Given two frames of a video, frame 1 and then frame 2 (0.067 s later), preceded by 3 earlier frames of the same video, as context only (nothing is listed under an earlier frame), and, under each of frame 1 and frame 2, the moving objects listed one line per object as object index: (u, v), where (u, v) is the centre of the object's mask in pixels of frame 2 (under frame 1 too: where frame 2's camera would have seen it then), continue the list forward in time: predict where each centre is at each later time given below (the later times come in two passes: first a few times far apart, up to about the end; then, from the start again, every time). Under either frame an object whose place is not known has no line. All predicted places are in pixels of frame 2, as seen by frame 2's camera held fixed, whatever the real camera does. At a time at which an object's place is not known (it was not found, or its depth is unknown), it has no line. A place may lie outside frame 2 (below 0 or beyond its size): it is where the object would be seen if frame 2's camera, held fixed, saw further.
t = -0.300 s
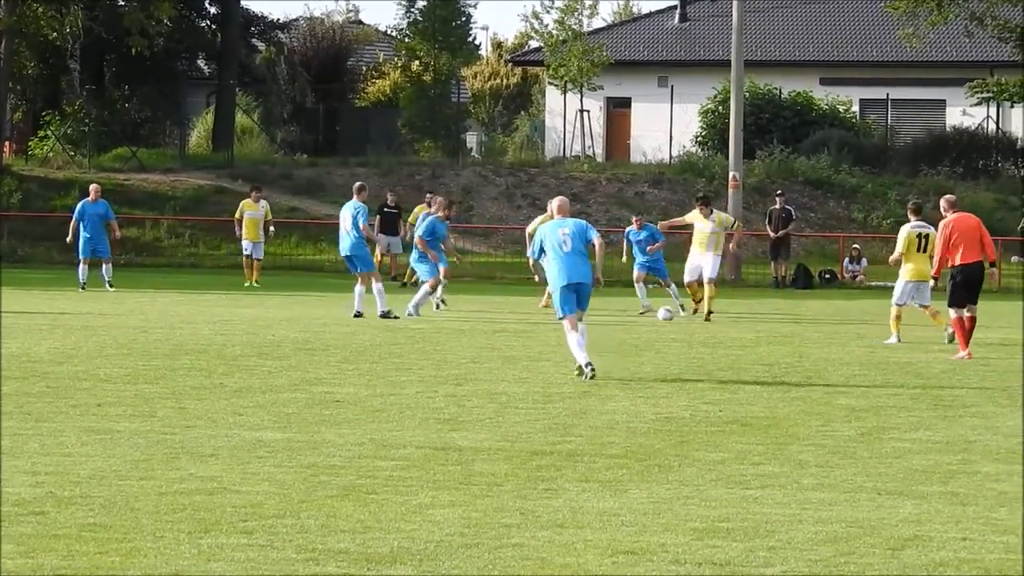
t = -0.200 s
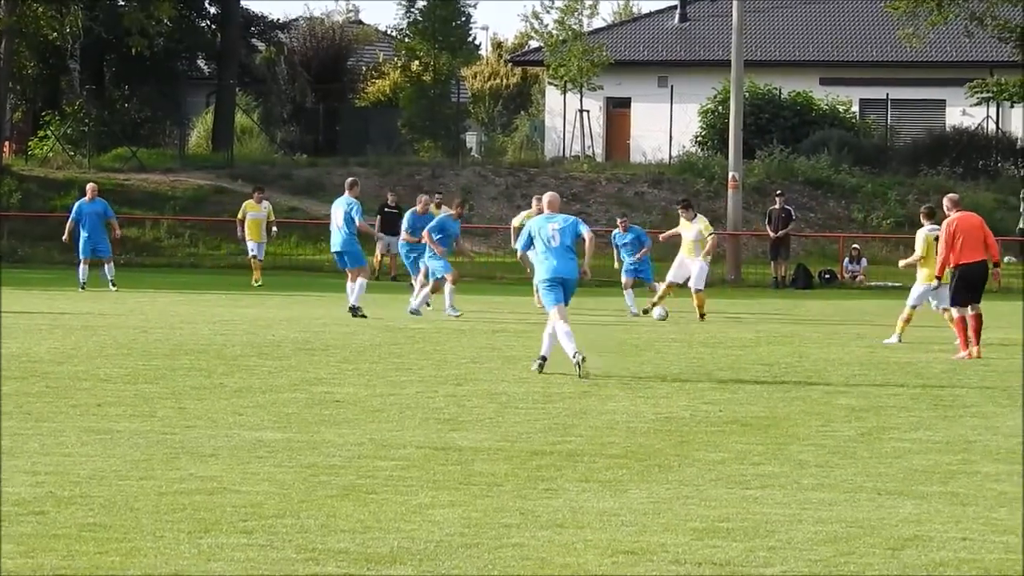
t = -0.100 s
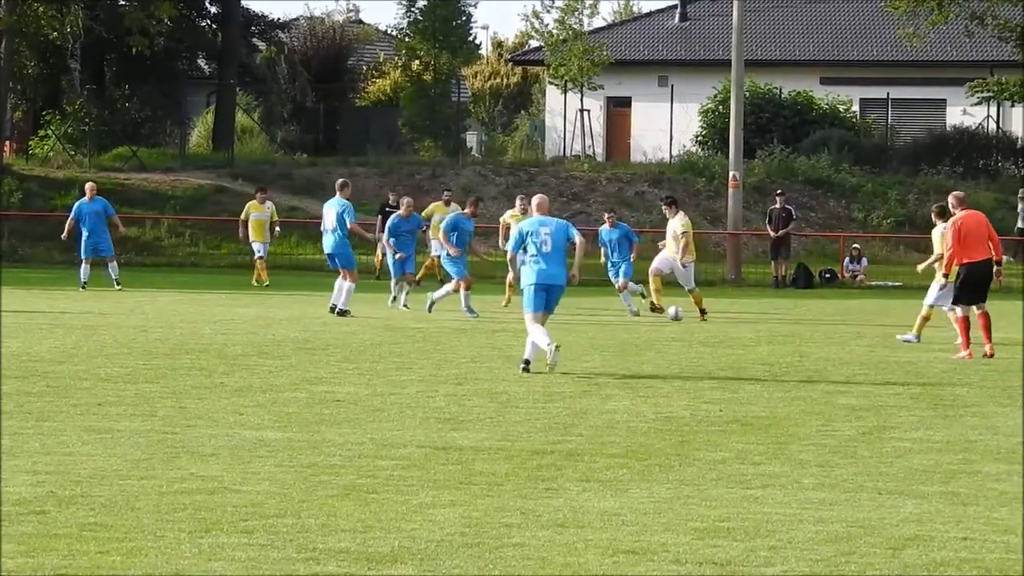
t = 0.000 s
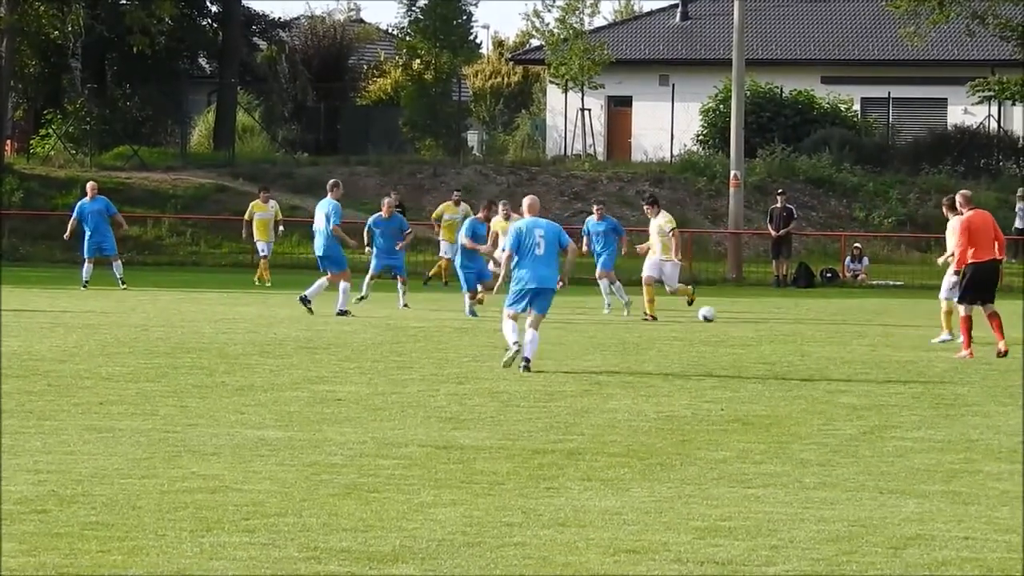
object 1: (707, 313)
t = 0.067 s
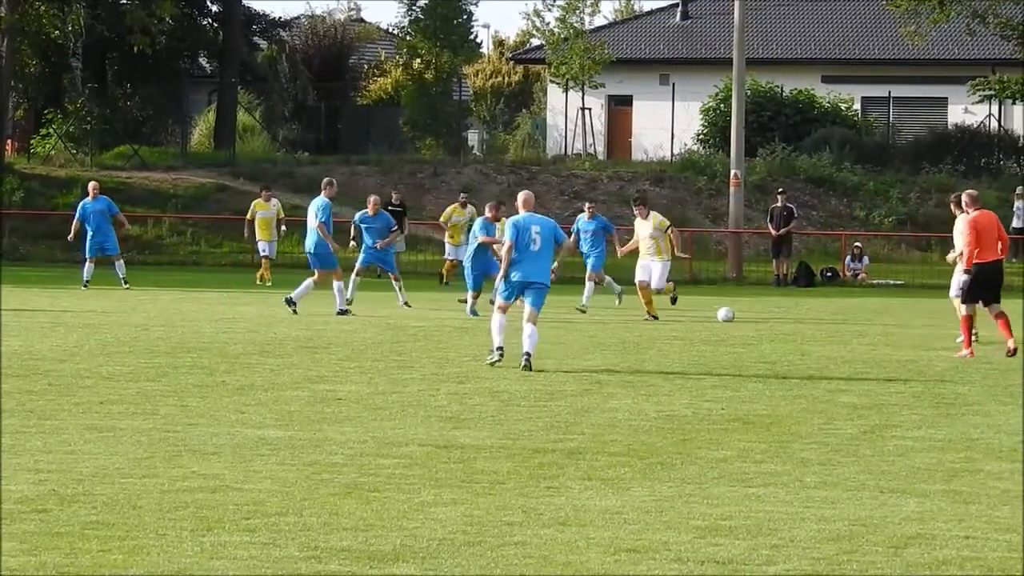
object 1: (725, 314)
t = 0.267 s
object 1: (771, 315)
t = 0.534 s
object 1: (829, 320)
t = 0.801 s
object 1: (886, 326)
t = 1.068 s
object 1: (945, 331)
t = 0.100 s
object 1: (734, 314)
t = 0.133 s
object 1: (741, 314)
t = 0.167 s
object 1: (750, 315)
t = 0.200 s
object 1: (757, 316)
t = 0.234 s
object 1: (765, 316)
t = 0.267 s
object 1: (771, 315)
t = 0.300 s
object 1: (779, 316)
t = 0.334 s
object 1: (786, 316)
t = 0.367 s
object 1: (793, 317)
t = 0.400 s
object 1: (800, 318)
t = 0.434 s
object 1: (808, 318)
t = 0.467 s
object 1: (815, 318)
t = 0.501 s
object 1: (822, 318)
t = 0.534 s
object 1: (829, 320)
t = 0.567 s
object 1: (836, 321)
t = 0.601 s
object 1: (843, 321)
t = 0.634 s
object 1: (851, 322)
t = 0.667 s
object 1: (858, 323)
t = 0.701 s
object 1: (864, 323)
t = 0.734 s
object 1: (872, 323)
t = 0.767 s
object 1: (878, 324)
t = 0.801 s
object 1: (886, 326)
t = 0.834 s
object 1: (894, 326)
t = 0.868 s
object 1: (902, 327)
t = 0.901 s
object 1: (909, 327)
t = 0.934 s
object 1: (916, 327)
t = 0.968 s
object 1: (924, 328)
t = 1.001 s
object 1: (931, 330)
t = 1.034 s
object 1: (938, 330)
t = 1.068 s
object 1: (945, 331)
